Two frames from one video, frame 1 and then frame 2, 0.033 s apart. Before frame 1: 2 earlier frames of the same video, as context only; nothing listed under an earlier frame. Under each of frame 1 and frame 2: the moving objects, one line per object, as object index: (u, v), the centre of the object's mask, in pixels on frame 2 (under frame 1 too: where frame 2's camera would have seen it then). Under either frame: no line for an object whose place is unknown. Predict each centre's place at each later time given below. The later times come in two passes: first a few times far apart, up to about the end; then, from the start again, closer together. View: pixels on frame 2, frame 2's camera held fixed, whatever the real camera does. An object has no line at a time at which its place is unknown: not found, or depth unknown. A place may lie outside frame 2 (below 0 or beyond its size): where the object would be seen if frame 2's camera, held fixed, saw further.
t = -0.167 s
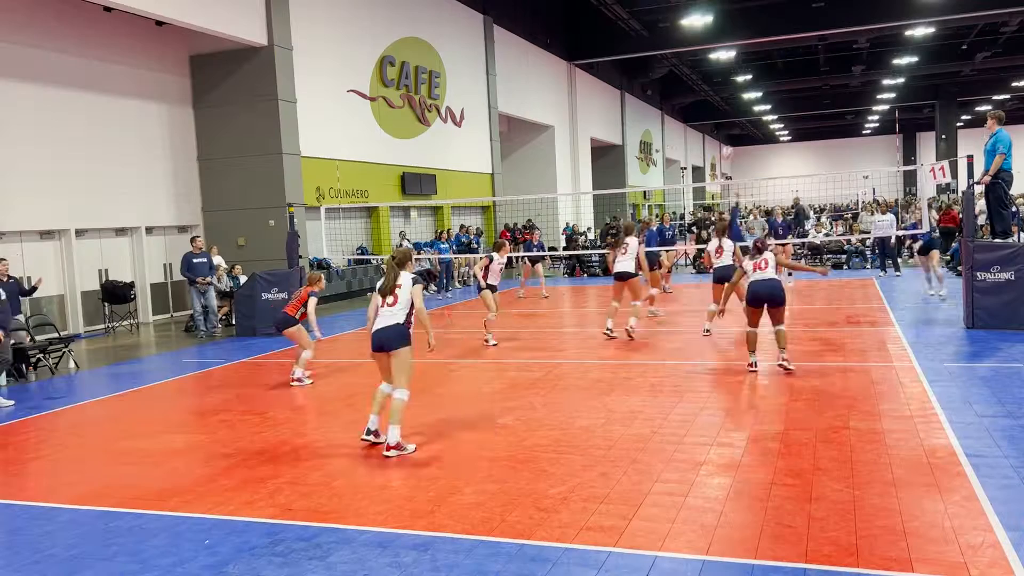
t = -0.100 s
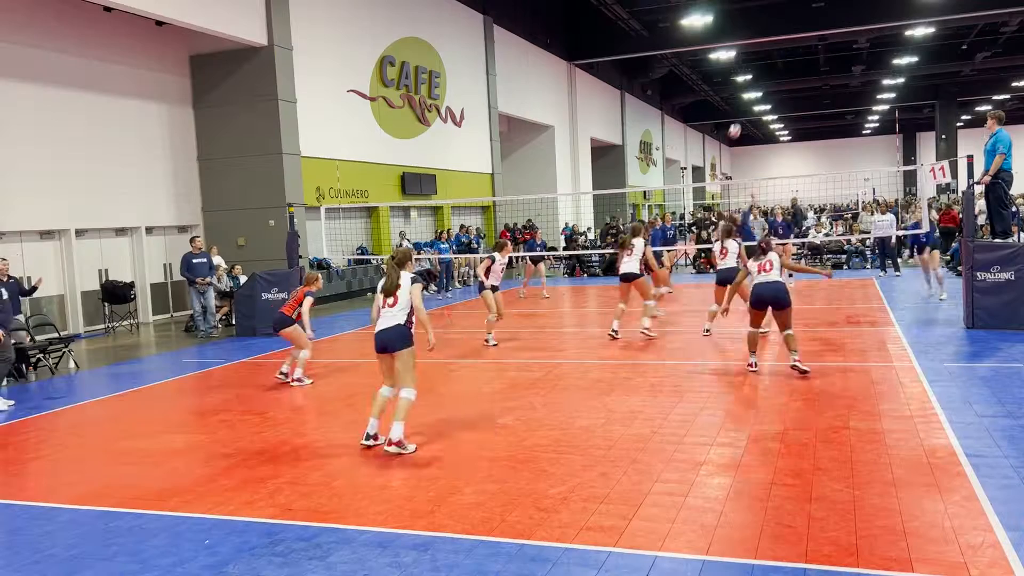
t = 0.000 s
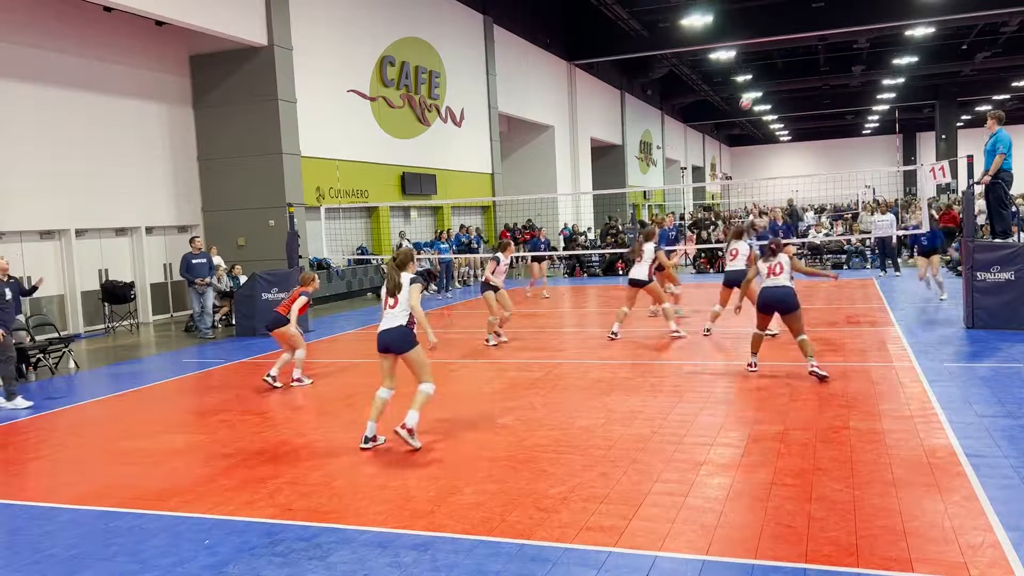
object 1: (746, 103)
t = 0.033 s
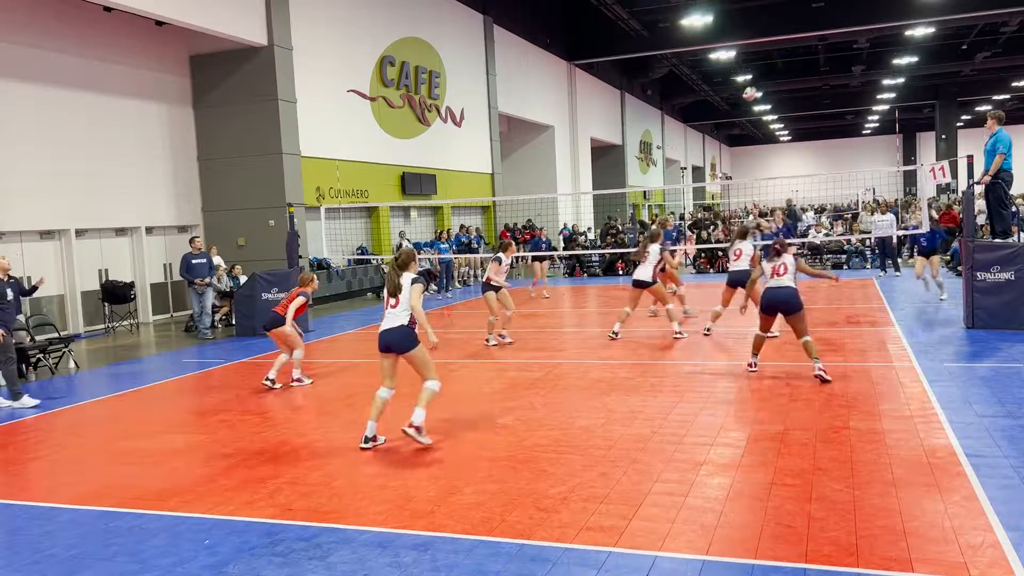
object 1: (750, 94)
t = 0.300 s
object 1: (781, 48)
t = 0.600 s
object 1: (818, 45)
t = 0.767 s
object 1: (840, 67)
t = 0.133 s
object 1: (761, 72)
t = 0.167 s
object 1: (765, 66)
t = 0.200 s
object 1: (769, 60)
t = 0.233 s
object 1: (773, 56)
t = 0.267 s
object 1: (777, 51)
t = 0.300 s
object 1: (781, 48)
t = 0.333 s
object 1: (785, 45)
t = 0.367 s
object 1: (789, 43)
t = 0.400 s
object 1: (793, 41)
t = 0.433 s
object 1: (797, 40)
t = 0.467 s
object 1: (802, 40)
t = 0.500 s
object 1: (806, 40)
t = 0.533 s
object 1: (810, 41)
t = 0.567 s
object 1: (814, 43)
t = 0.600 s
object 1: (818, 45)
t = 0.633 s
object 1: (823, 48)
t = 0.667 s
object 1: (827, 52)
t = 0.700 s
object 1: (831, 56)
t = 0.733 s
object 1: (836, 61)
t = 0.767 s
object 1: (840, 67)
